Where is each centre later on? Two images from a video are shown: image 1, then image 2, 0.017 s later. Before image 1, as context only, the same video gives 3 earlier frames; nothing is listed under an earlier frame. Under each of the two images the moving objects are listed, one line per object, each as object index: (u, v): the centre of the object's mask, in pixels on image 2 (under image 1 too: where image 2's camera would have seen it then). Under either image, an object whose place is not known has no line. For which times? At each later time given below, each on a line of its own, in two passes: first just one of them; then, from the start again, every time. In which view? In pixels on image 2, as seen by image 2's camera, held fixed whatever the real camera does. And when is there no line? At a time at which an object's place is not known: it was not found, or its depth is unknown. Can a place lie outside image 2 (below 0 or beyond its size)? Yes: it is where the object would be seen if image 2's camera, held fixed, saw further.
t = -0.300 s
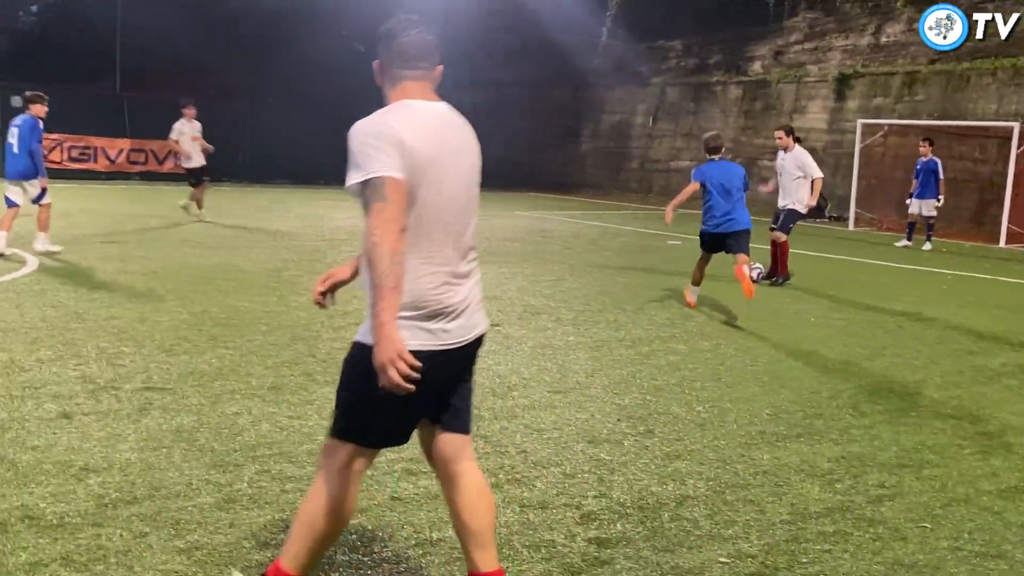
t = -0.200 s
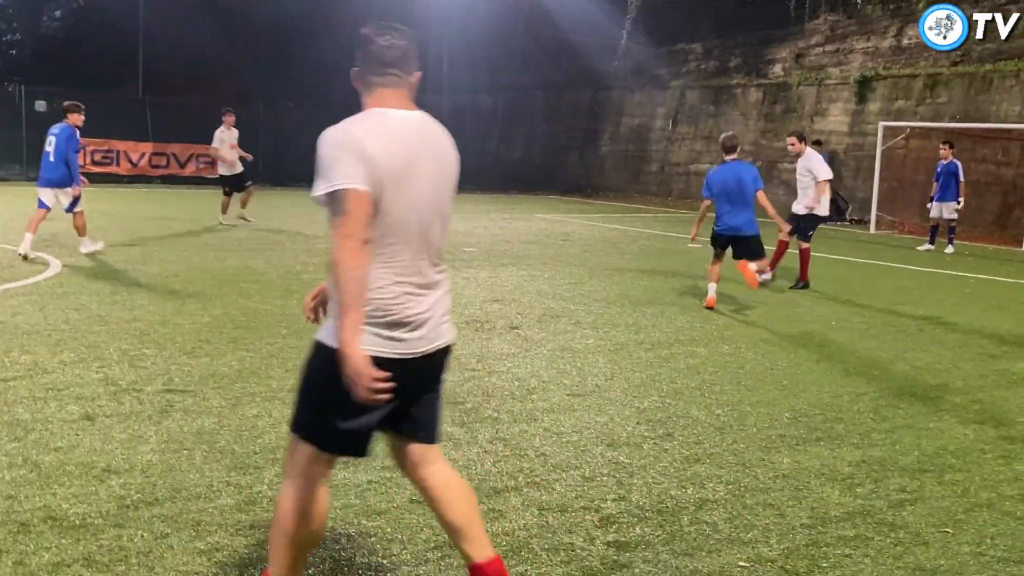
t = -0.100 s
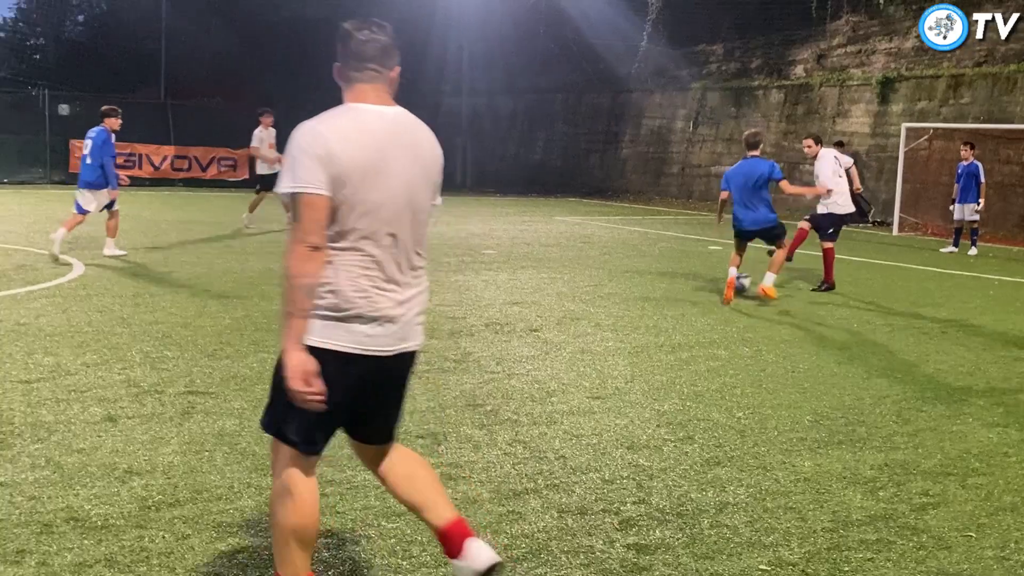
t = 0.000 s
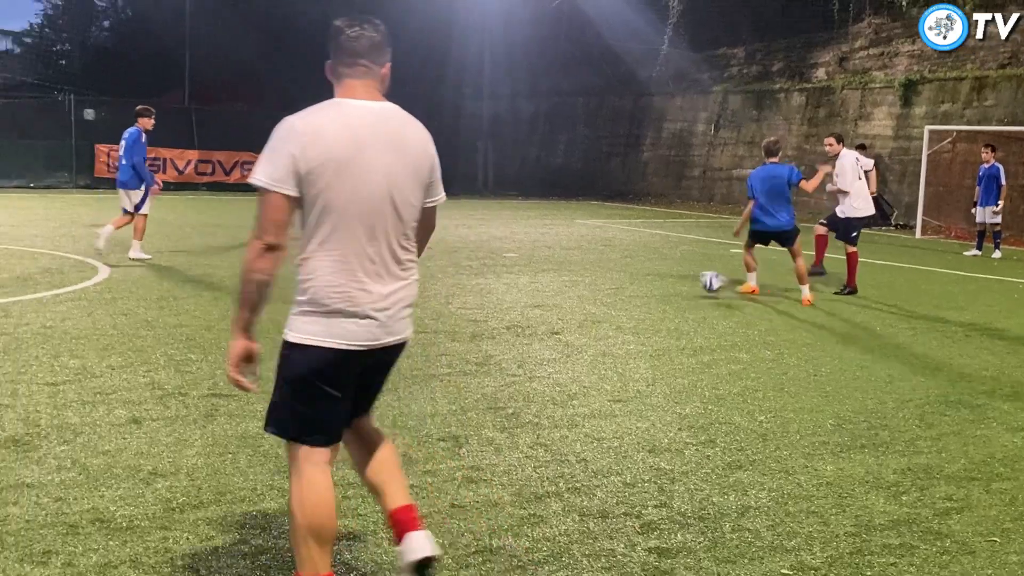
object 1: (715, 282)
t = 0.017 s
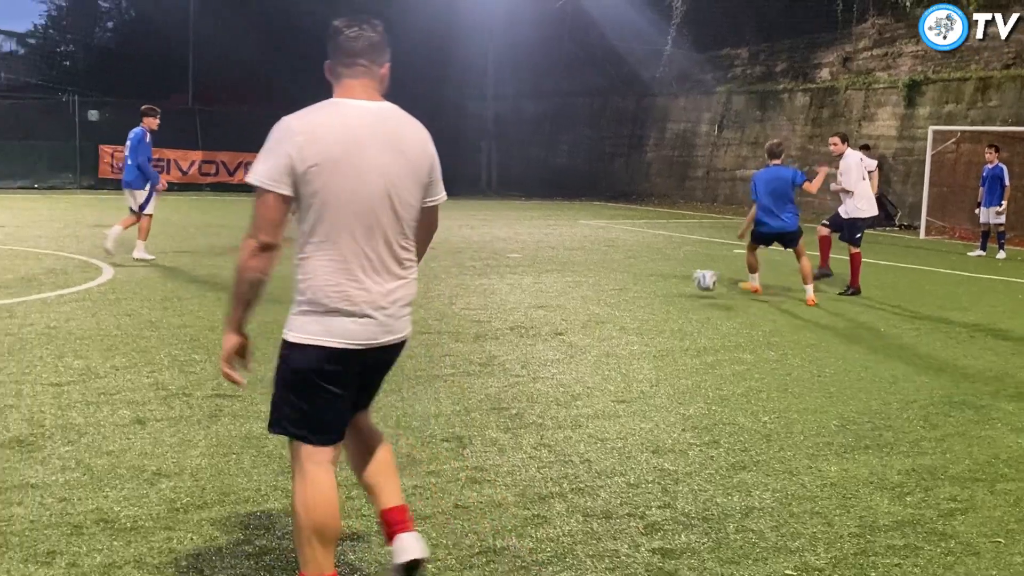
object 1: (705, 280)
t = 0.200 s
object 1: (603, 272)
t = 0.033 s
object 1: (696, 277)
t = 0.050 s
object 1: (687, 275)
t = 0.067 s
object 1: (677, 274)
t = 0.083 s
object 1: (668, 273)
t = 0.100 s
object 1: (658, 272)
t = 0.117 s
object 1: (649, 271)
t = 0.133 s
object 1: (639, 271)
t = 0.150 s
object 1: (630, 270)
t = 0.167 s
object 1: (621, 270)
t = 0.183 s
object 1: (612, 271)
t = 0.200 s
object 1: (603, 272)
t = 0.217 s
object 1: (593, 273)
